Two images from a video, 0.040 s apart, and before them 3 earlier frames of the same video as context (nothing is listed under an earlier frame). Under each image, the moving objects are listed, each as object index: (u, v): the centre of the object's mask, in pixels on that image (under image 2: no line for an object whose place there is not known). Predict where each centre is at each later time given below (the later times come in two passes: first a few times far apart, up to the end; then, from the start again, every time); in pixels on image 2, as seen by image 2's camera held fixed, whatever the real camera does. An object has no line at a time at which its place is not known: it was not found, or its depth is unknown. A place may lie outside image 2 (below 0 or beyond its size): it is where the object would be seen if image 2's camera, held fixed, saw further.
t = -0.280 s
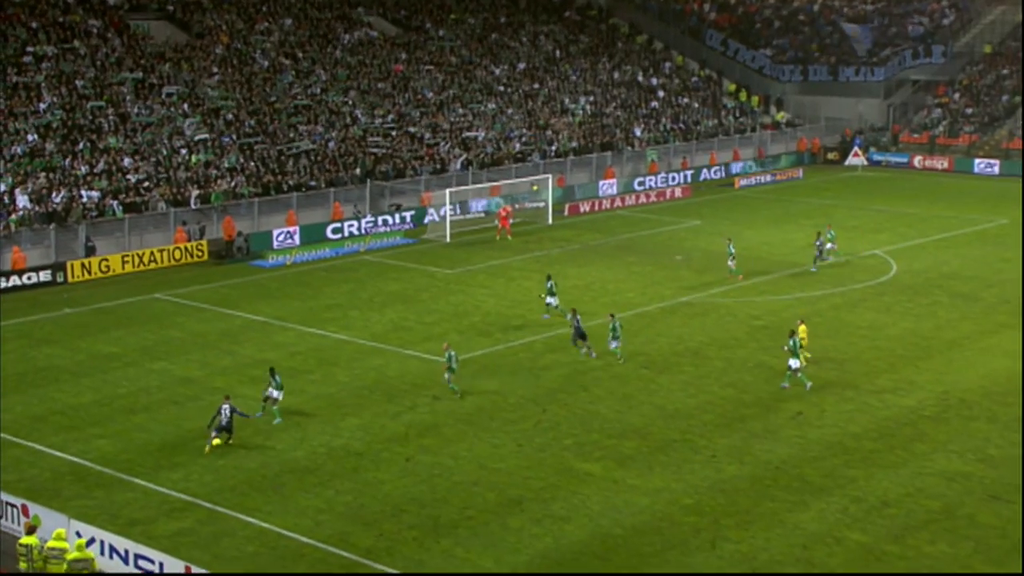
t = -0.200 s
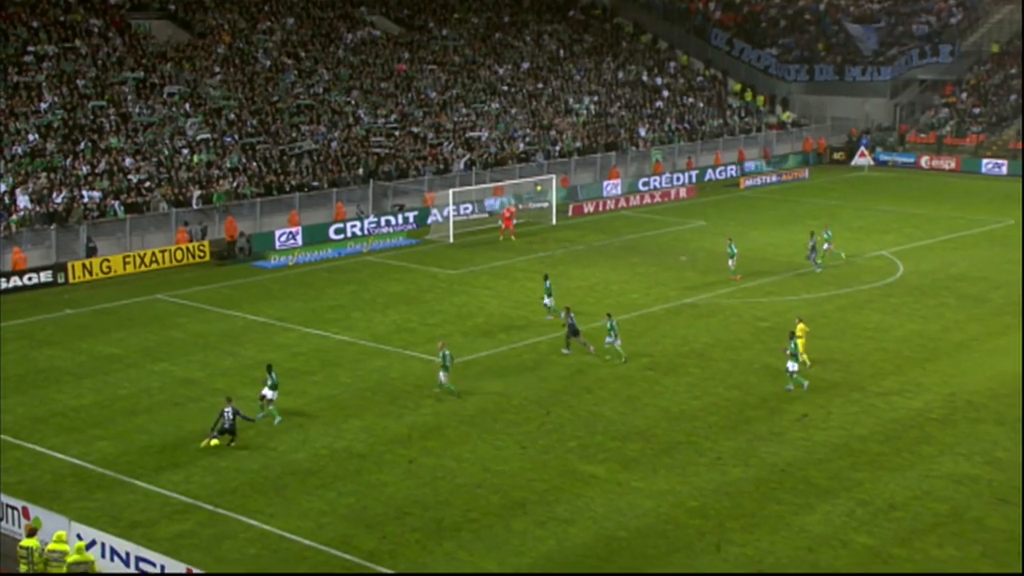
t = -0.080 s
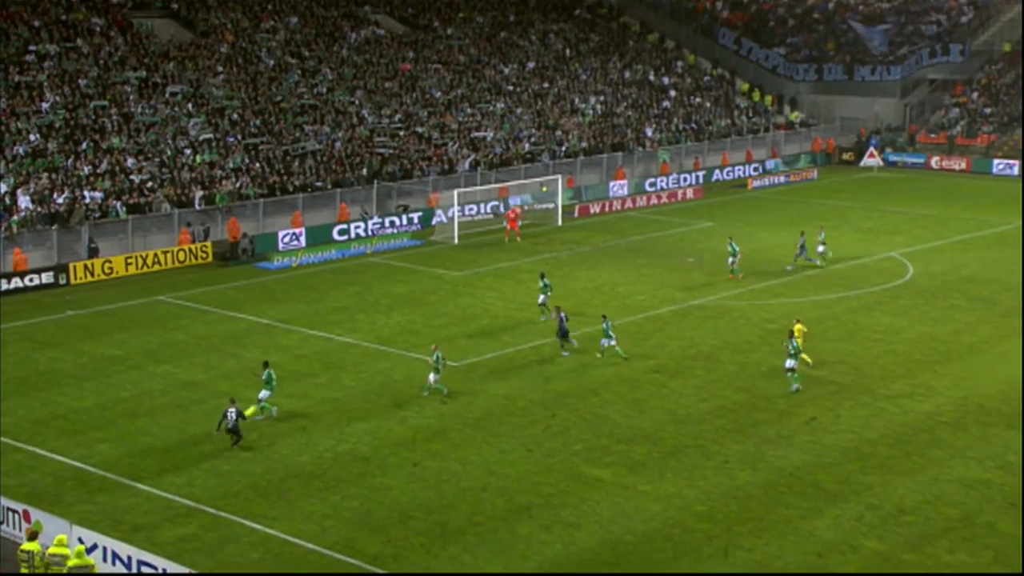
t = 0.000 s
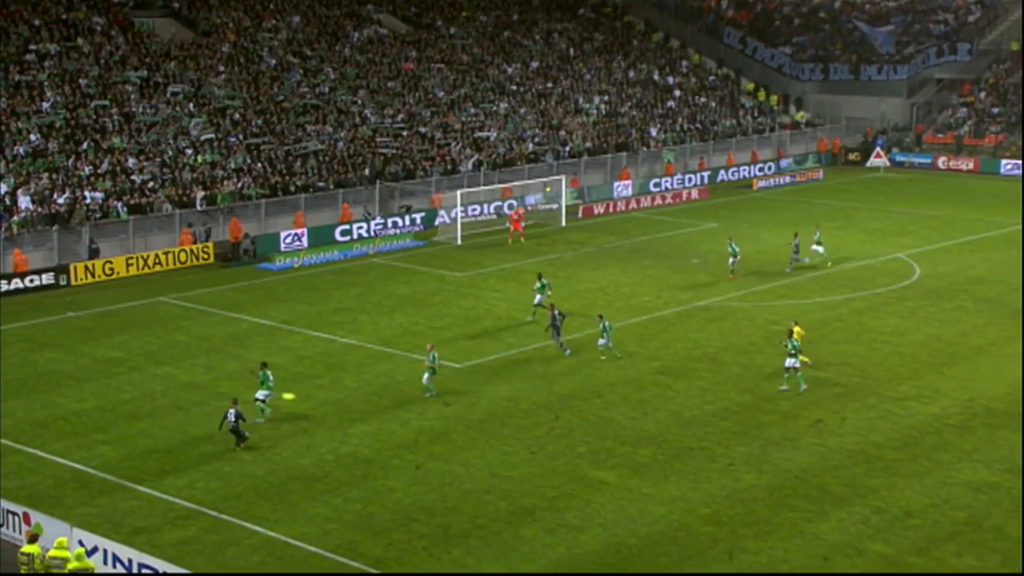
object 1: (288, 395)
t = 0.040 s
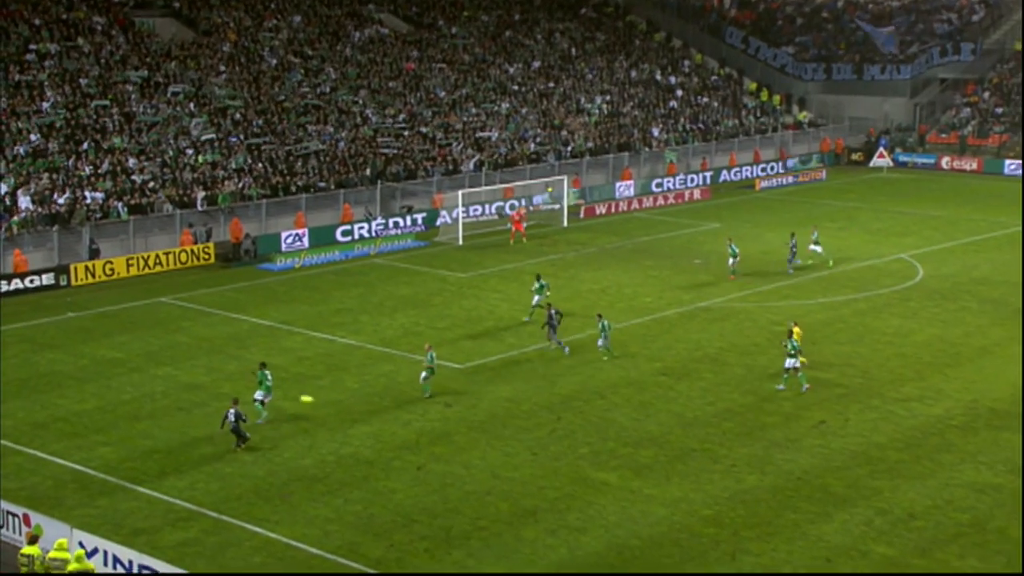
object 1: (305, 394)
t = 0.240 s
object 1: (386, 406)
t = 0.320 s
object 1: (413, 397)
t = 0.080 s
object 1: (320, 396)
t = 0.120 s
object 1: (340, 402)
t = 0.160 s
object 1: (356, 404)
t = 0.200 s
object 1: (372, 408)
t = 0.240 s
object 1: (386, 406)
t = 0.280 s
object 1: (400, 401)
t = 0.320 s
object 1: (413, 397)
